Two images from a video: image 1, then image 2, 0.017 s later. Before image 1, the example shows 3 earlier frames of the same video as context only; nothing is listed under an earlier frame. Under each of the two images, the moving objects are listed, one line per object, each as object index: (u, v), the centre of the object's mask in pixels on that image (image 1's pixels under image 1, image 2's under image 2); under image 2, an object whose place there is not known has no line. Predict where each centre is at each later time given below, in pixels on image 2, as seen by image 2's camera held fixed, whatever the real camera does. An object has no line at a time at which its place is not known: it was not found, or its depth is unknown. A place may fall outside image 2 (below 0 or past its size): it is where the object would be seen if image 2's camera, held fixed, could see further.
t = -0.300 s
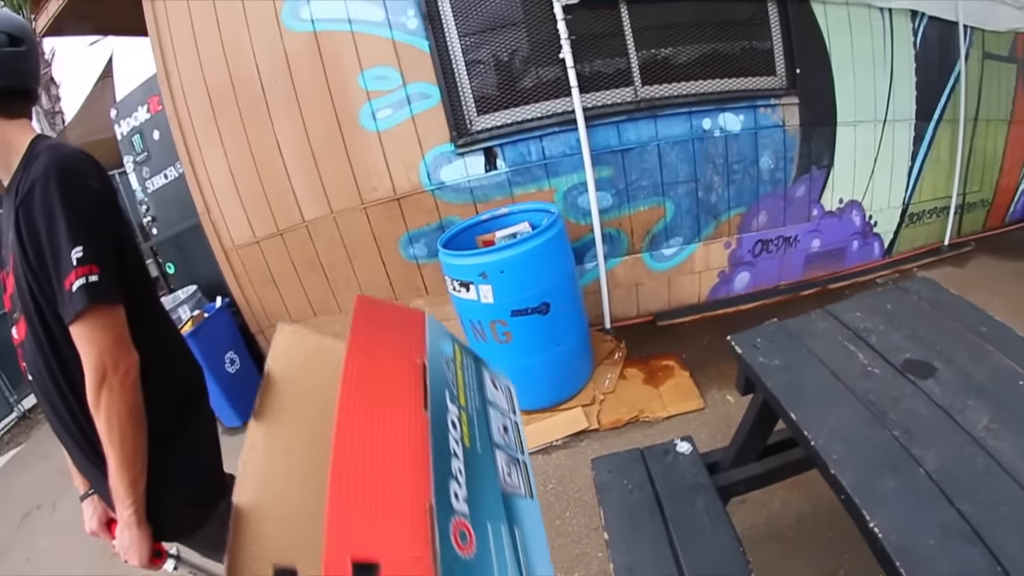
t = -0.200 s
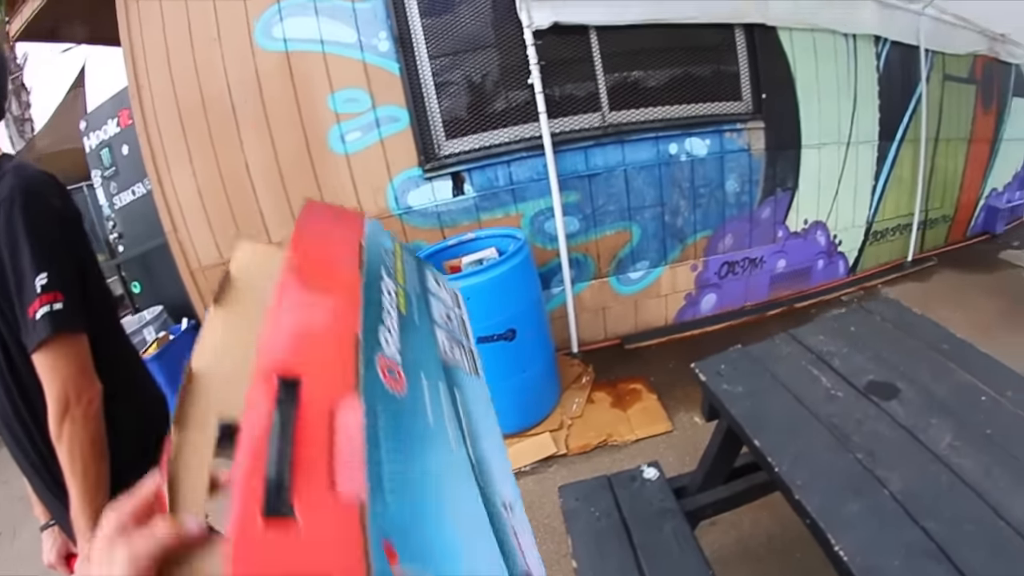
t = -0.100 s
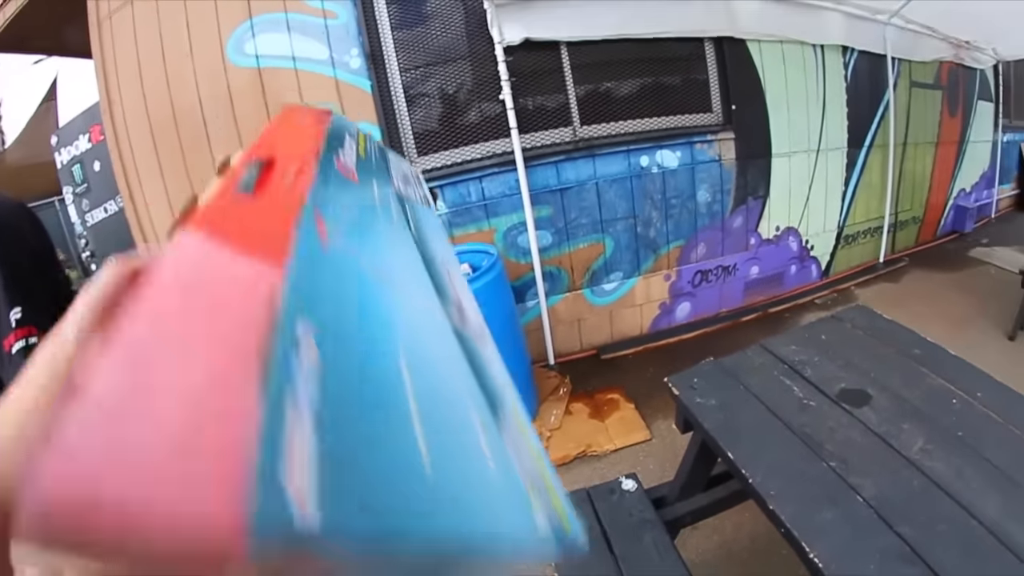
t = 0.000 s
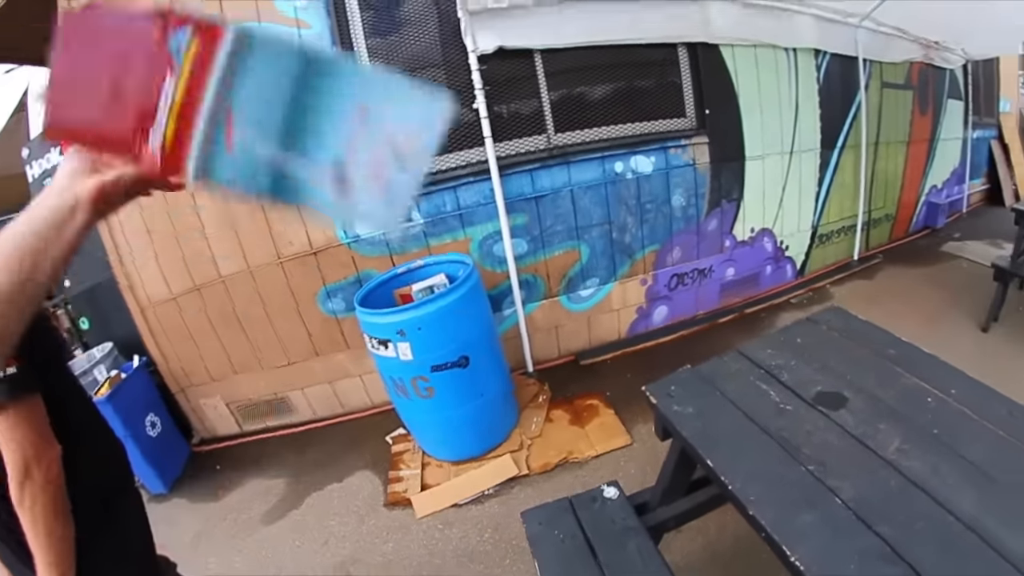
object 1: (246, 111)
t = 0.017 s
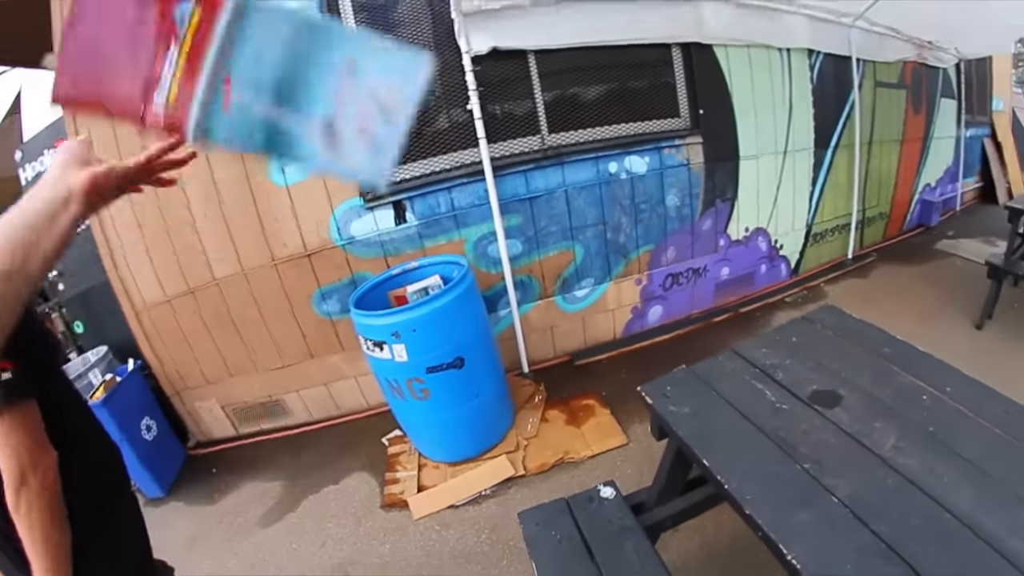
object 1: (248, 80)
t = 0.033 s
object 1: (259, 57)
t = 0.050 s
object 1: (267, 47)
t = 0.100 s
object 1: (286, 51)
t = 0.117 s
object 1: (290, 53)
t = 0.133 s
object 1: (295, 56)
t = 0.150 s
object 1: (298, 58)
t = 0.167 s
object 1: (302, 61)
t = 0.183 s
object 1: (305, 66)
